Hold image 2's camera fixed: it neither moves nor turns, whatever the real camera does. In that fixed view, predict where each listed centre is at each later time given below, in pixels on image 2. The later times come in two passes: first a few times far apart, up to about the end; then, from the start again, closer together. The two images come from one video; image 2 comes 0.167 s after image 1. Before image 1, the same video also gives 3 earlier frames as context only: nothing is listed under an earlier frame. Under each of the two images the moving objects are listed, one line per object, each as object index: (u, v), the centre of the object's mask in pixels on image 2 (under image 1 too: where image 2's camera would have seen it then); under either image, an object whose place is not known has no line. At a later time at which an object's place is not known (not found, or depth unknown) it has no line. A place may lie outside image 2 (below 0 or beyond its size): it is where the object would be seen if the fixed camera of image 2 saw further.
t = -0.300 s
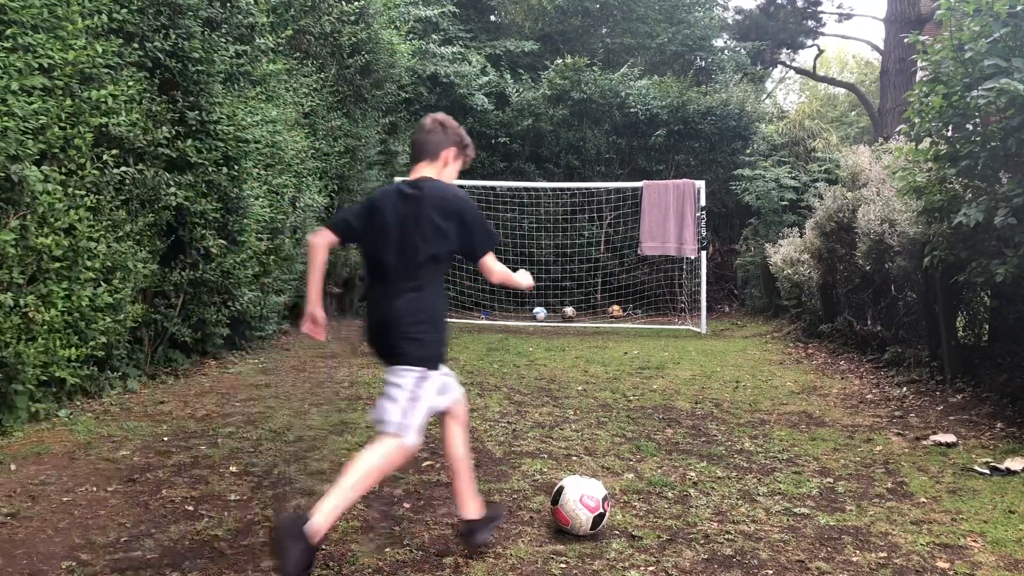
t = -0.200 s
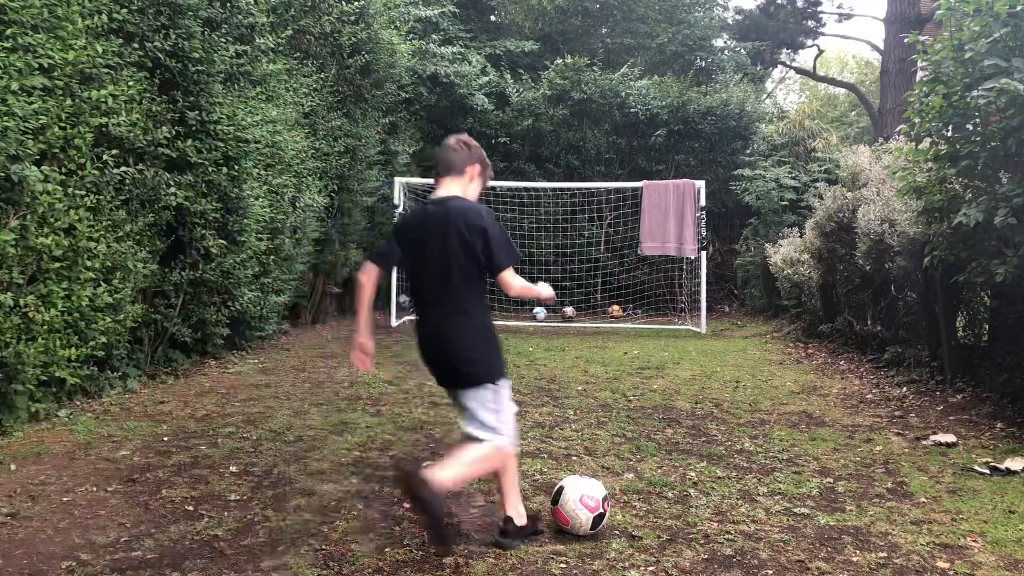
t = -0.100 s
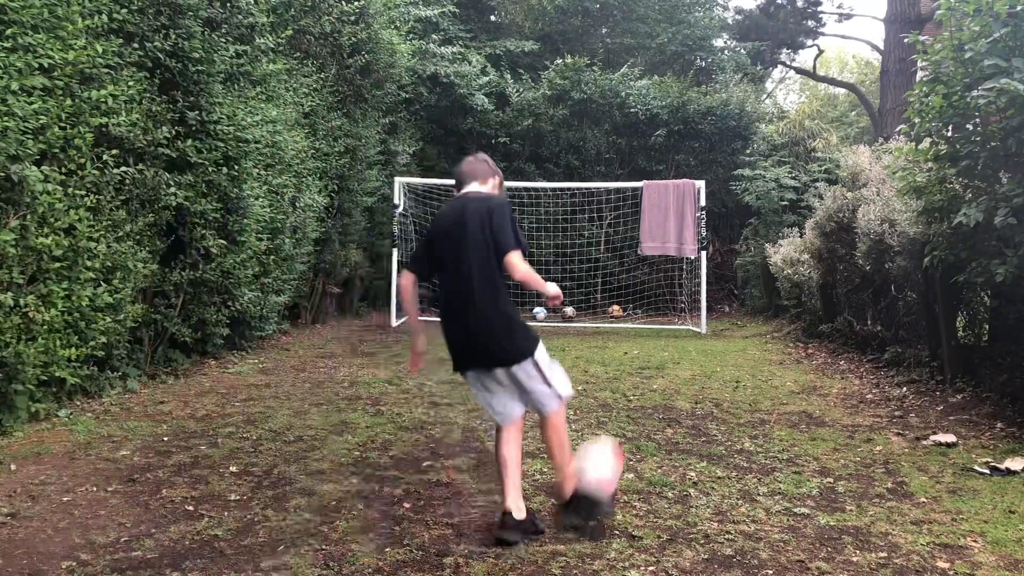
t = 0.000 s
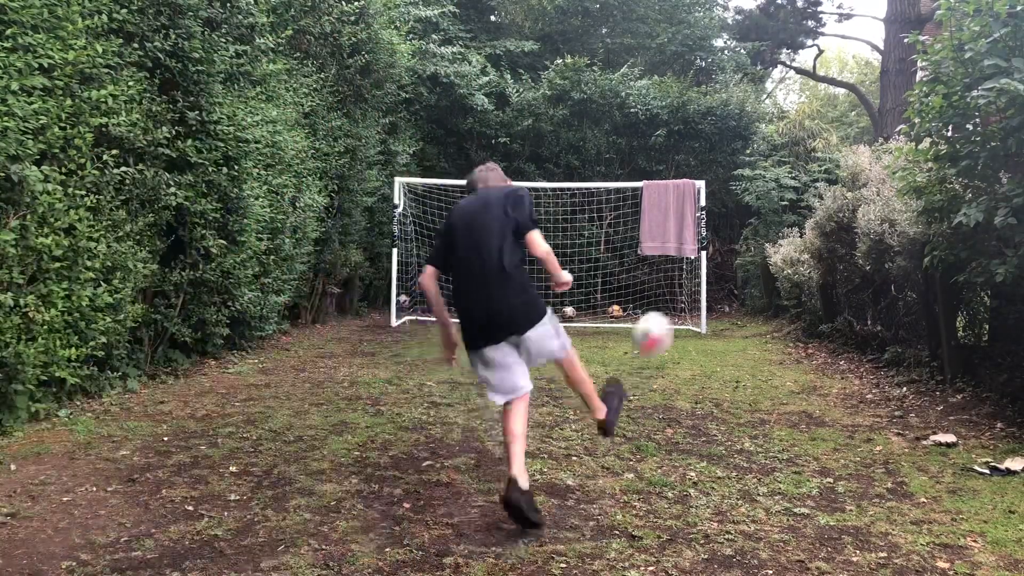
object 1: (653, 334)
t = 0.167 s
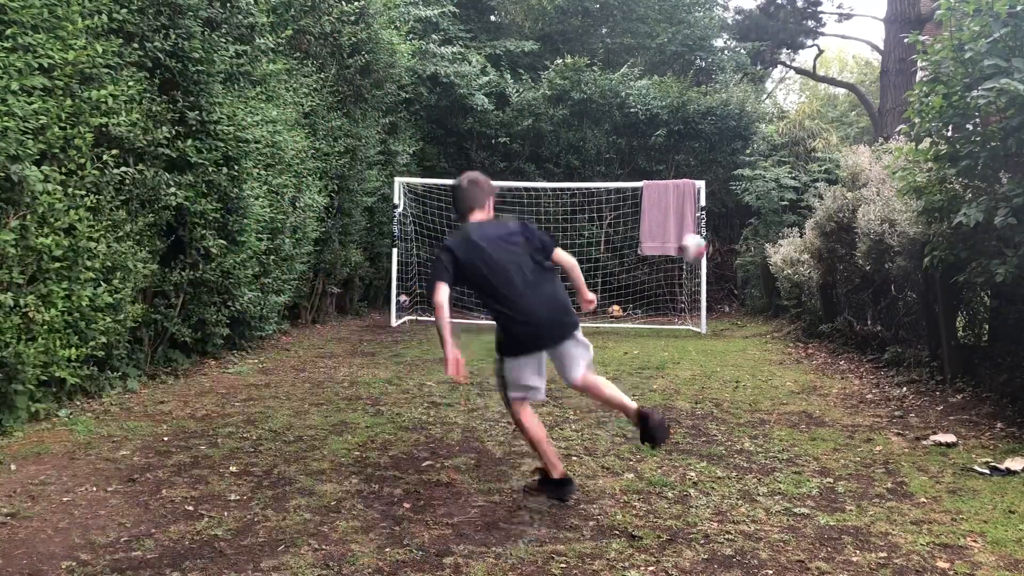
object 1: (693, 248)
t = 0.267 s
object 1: (701, 232)
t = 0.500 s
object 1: (711, 239)
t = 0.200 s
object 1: (695, 242)
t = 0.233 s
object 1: (699, 235)
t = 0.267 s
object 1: (701, 232)
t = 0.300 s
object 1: (703, 231)
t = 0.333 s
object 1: (704, 230)
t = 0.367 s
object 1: (705, 231)
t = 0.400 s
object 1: (705, 233)
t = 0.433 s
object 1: (706, 234)
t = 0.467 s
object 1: (706, 238)
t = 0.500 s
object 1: (711, 239)
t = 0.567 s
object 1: (756, 246)
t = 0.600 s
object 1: (773, 249)
